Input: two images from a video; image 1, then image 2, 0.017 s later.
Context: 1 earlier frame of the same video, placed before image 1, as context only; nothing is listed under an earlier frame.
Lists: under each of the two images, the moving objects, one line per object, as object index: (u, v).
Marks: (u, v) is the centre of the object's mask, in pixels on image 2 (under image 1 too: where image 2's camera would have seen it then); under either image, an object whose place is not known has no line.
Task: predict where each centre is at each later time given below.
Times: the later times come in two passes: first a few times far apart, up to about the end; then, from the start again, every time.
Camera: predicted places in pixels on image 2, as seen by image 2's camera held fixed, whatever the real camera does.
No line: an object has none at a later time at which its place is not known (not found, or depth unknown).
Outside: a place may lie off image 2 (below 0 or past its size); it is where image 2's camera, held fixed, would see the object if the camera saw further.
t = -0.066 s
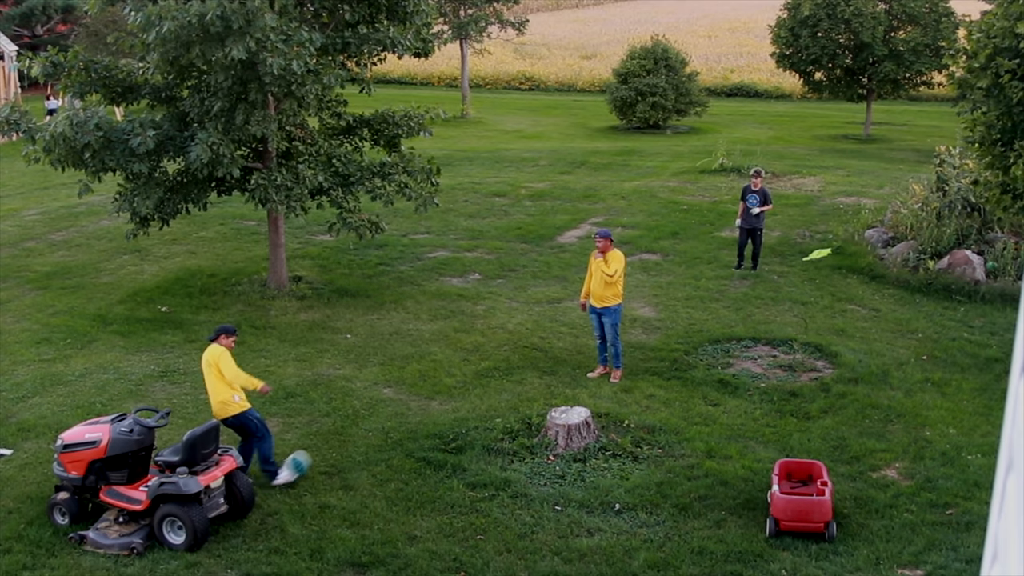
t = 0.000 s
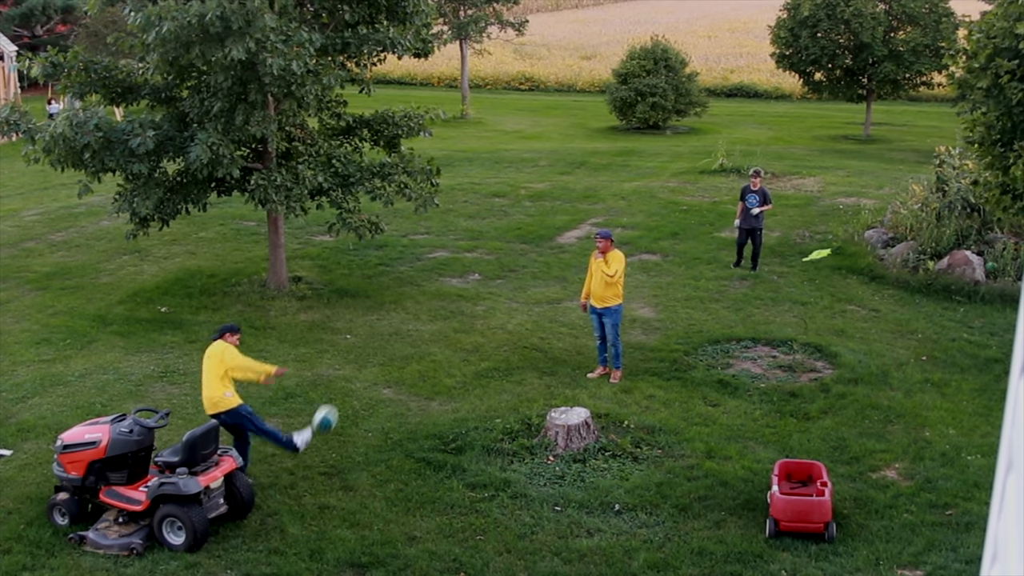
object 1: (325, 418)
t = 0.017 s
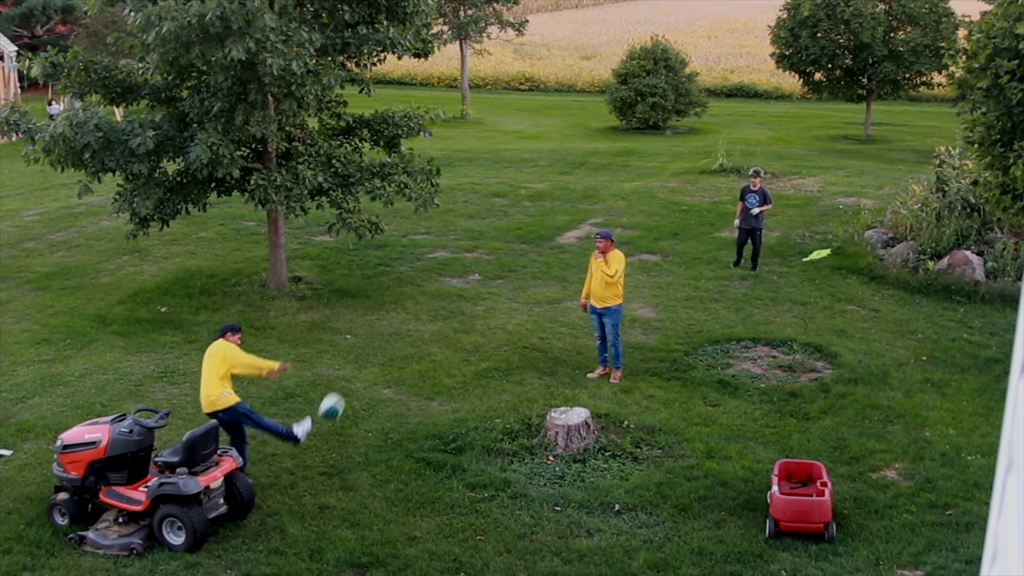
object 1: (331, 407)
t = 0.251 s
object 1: (418, 280)
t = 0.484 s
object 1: (496, 217)
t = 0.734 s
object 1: (567, 210)
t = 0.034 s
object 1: (338, 395)
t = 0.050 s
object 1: (344, 384)
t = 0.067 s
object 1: (351, 373)
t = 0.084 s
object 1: (358, 362)
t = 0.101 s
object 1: (364, 353)
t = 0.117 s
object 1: (370, 343)
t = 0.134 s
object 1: (377, 334)
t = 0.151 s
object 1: (383, 326)
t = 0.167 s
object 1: (389, 317)
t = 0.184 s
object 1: (395, 309)
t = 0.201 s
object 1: (400, 301)
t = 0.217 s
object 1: (406, 294)
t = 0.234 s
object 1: (411, 287)
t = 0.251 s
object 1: (418, 280)
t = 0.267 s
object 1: (423, 273)
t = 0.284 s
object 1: (429, 267)
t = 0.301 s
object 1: (435, 261)
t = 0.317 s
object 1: (441, 256)
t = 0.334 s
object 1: (446, 251)
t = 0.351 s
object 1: (452, 246)
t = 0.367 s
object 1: (458, 241)
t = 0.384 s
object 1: (463, 237)
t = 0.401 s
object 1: (469, 233)
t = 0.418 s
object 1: (474, 229)
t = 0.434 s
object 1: (480, 225)
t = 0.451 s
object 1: (485, 223)
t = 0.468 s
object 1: (491, 220)
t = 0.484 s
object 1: (496, 217)
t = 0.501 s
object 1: (501, 215)
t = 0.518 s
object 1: (506, 213)
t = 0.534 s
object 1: (511, 211)
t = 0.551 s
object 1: (516, 210)
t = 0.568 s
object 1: (520, 209)
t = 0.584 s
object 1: (525, 208)
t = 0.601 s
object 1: (530, 207)
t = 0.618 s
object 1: (535, 207)
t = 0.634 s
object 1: (540, 207)
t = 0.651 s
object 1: (544, 207)
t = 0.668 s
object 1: (549, 207)
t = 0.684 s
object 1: (553, 208)
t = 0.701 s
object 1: (558, 208)
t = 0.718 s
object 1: (562, 209)
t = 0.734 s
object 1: (567, 210)
